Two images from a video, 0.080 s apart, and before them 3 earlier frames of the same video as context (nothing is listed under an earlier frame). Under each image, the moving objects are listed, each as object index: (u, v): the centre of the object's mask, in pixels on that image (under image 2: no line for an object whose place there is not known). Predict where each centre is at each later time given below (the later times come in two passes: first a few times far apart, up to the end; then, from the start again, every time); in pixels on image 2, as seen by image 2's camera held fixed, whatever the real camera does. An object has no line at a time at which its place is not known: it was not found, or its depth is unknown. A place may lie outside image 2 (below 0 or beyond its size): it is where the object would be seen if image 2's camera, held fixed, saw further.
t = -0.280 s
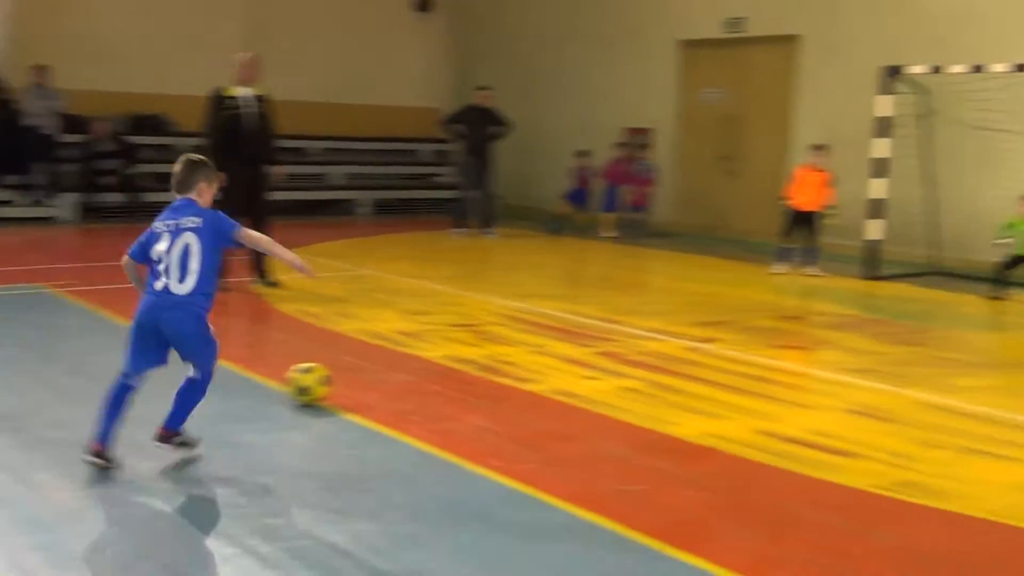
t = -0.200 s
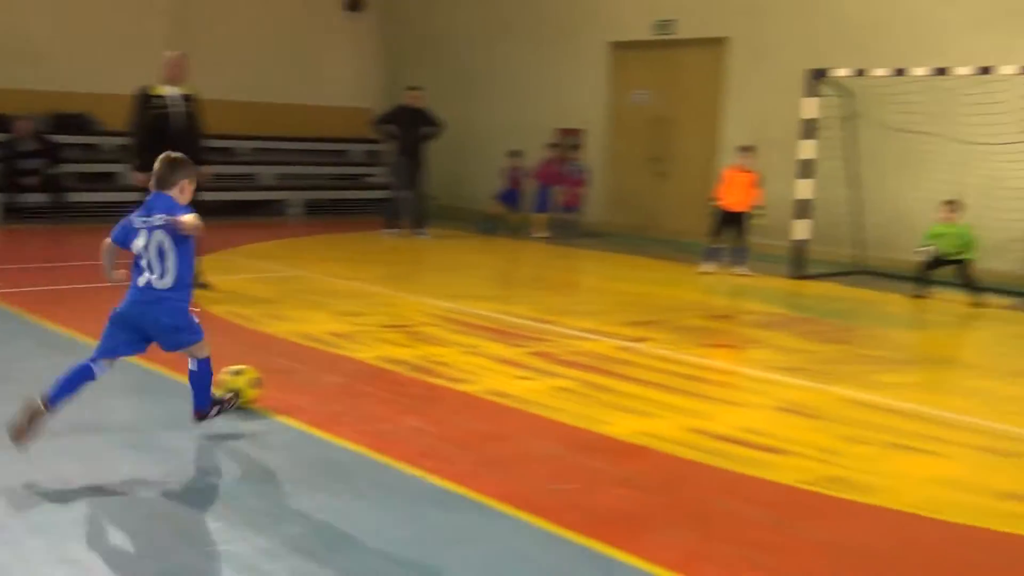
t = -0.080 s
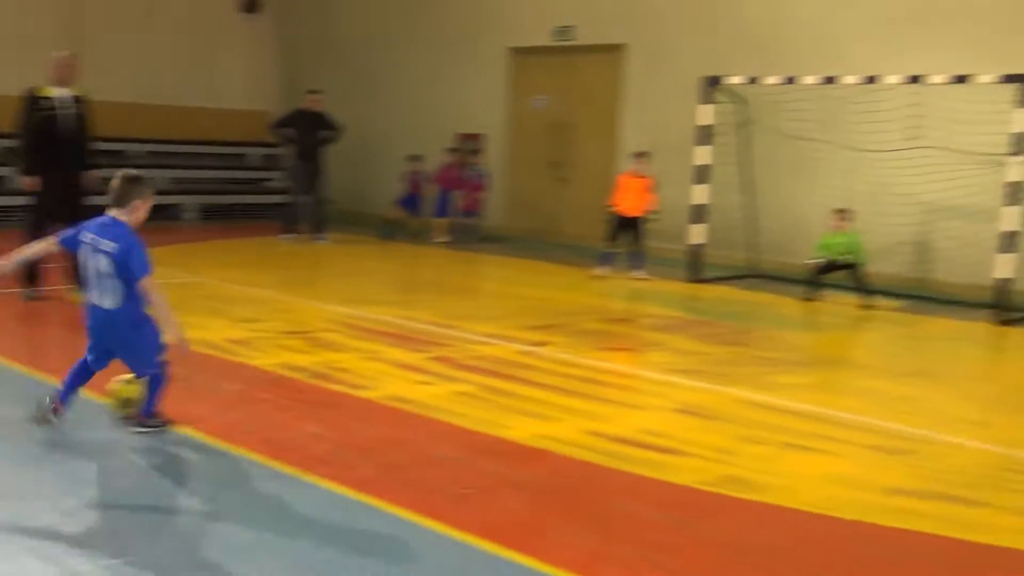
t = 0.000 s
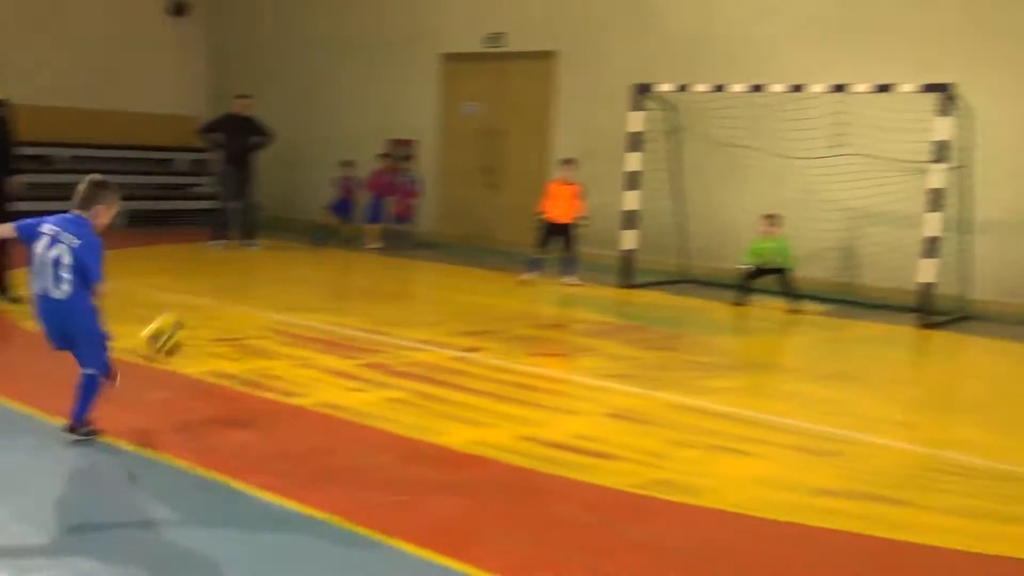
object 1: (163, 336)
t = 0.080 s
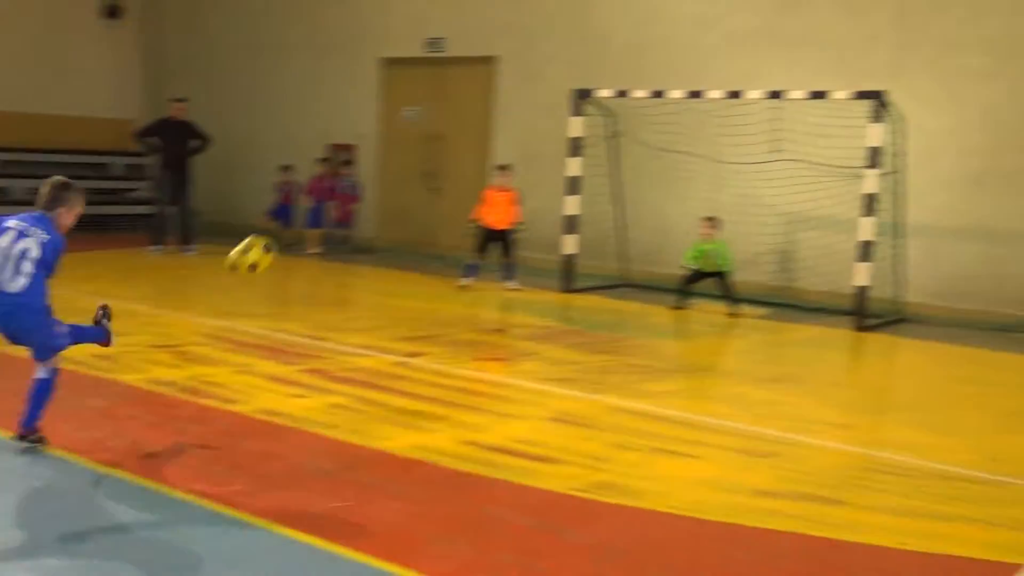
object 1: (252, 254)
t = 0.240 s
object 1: (468, 158)
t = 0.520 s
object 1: (703, 112)
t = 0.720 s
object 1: (777, 133)
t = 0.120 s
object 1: (314, 226)
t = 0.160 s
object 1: (372, 197)
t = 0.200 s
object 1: (422, 175)
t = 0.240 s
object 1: (468, 158)
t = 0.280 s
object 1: (510, 142)
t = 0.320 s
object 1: (549, 131)
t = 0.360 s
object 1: (585, 124)
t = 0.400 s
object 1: (619, 118)
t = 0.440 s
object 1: (648, 114)
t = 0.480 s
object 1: (677, 112)
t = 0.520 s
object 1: (703, 112)
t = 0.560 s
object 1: (728, 114)
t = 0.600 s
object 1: (753, 118)
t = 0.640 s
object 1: (768, 121)
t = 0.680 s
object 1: (774, 126)
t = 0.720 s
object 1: (777, 133)
